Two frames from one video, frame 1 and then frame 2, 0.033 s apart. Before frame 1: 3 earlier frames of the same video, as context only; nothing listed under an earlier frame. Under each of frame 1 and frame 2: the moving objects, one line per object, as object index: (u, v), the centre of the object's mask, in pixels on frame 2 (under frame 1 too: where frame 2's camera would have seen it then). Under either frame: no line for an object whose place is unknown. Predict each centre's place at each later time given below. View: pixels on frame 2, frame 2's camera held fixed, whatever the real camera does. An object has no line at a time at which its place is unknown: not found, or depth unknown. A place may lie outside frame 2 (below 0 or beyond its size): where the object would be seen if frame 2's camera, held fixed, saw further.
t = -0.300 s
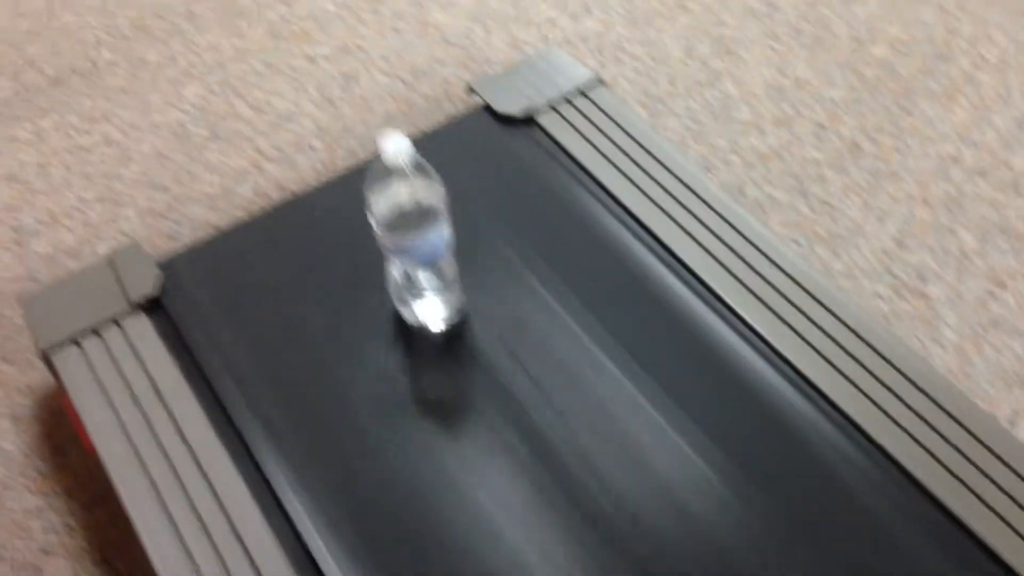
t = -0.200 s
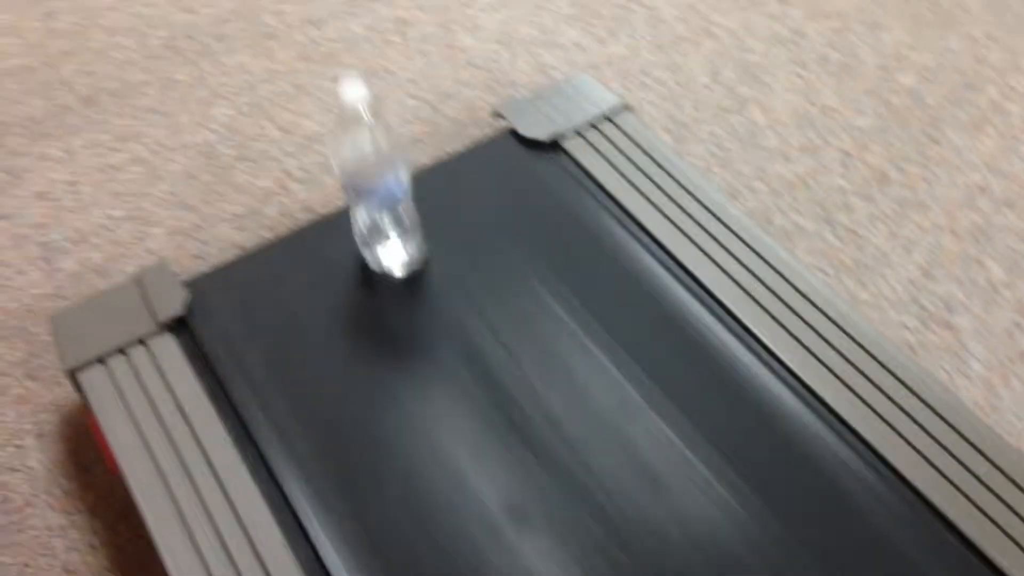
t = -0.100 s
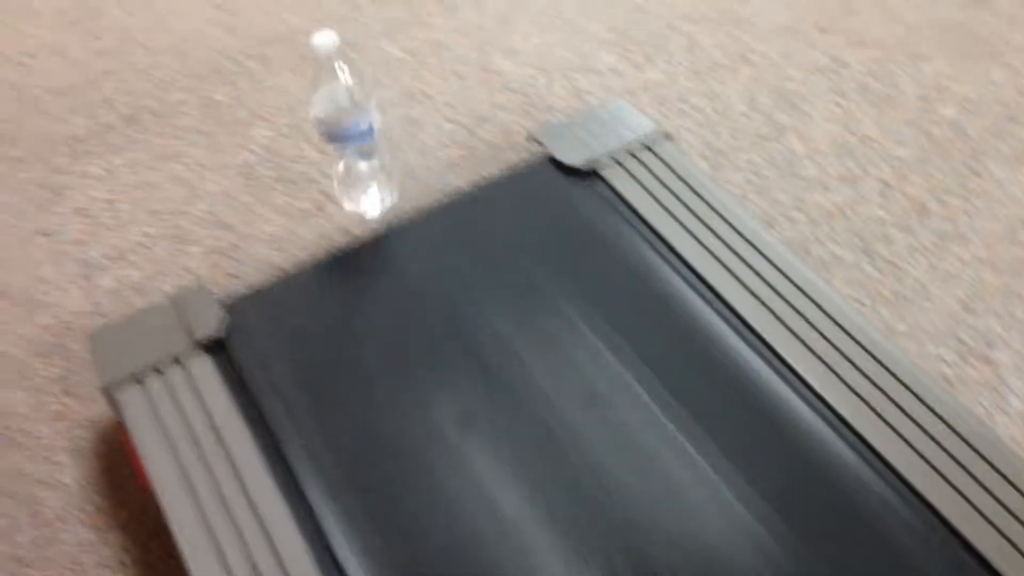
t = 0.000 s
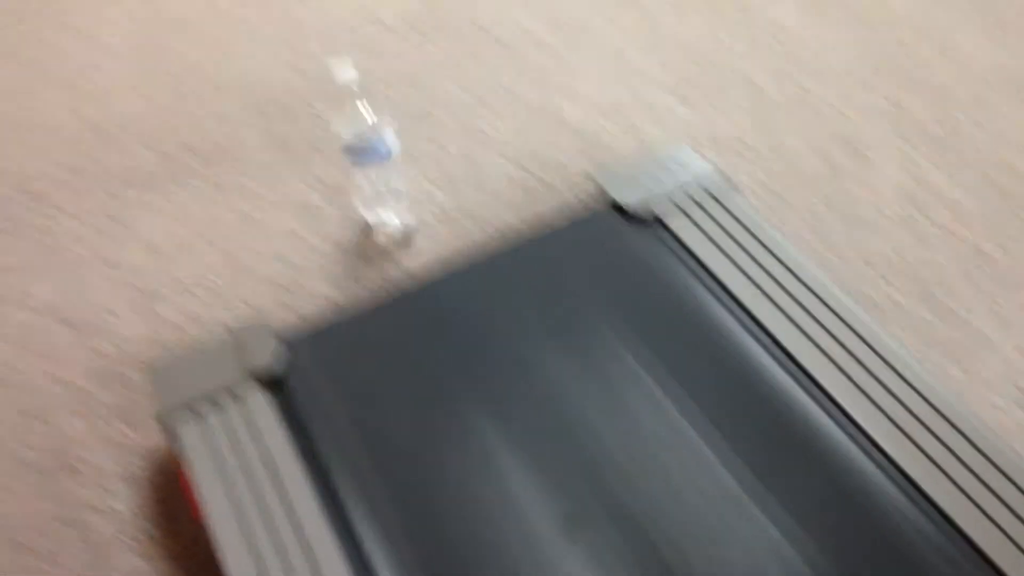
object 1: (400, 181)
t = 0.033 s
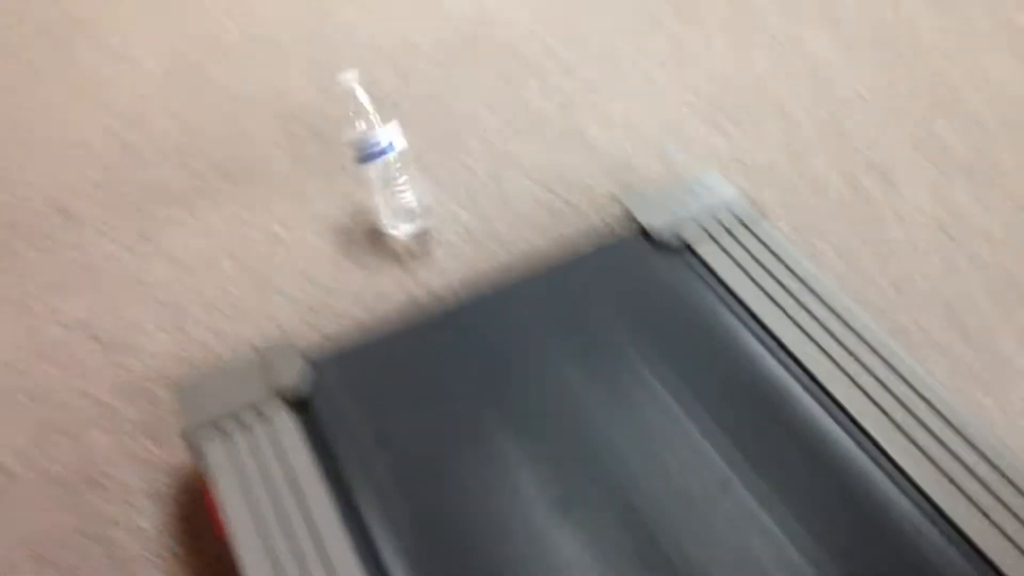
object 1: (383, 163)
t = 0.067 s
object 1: (375, 151)
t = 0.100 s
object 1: (364, 135)
